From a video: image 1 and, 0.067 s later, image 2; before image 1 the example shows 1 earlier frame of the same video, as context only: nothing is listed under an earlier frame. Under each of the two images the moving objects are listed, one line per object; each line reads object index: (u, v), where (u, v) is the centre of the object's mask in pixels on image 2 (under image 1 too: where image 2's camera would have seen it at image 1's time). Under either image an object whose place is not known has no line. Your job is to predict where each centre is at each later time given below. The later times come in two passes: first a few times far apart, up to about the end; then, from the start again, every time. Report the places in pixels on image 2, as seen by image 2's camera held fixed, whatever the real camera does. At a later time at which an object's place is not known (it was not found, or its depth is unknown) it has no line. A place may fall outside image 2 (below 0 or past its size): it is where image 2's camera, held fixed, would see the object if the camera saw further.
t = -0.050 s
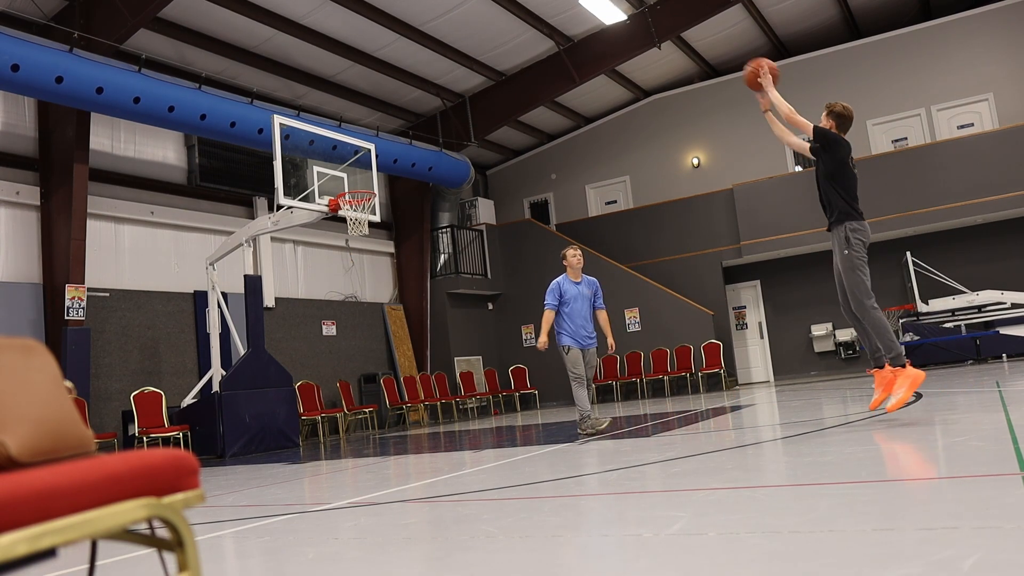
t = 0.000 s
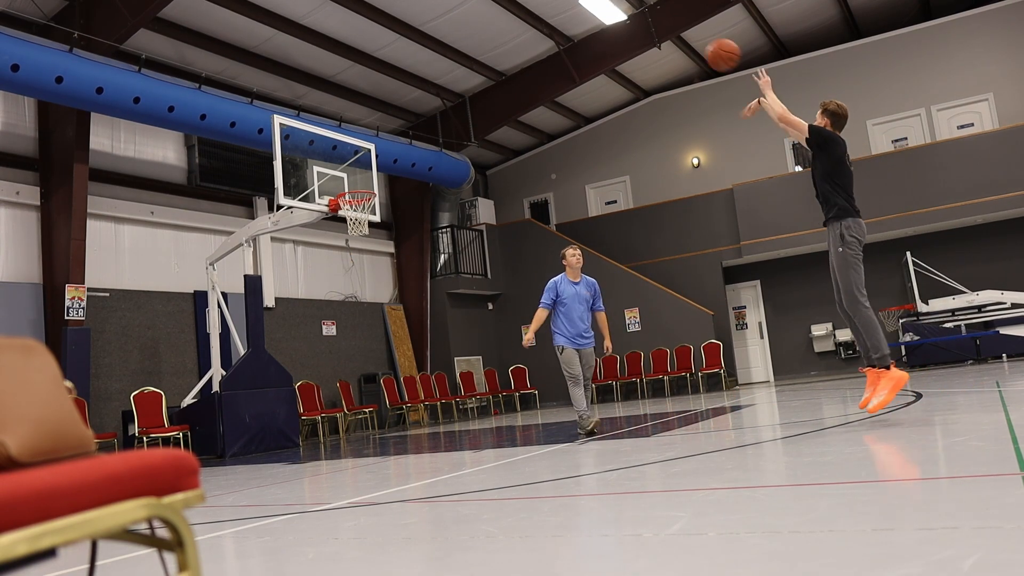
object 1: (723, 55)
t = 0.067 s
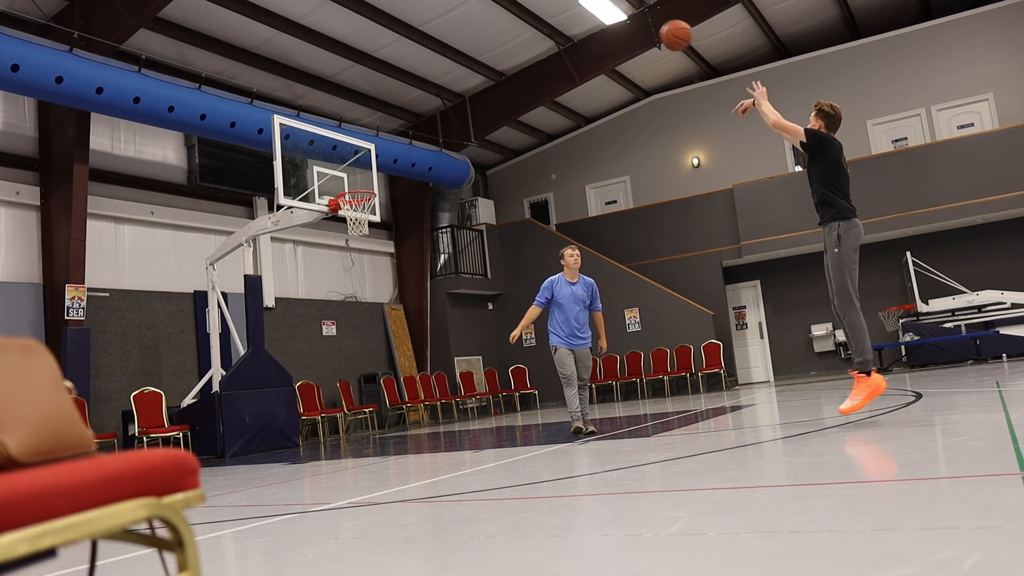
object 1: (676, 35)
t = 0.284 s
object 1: (557, 15)
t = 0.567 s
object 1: (450, 57)
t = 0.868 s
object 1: (372, 158)
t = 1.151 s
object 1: (366, 209)
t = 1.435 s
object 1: (354, 243)
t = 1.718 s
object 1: (346, 328)
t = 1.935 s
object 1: (343, 440)
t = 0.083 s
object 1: (665, 31)
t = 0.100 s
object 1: (655, 28)
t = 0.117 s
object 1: (645, 25)
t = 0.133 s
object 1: (636, 23)
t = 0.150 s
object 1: (627, 22)
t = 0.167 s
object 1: (617, 20)
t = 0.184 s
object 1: (607, 18)
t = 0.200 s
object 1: (597, 17)
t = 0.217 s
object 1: (589, 16)
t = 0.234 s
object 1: (581, 15)
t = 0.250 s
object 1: (572, 15)
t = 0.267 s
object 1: (565, 15)
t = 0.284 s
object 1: (557, 15)
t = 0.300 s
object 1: (549, 16)
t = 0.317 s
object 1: (542, 16)
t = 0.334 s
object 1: (535, 17)
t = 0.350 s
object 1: (528, 19)
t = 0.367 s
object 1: (521, 20)
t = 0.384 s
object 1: (515, 22)
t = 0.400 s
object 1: (508, 24)
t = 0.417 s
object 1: (501, 27)
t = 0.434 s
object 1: (495, 29)
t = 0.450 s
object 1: (489, 32)
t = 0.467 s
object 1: (483, 35)
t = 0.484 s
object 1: (477, 38)
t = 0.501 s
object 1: (472, 42)
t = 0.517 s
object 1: (466, 45)
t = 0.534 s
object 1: (461, 49)
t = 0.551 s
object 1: (455, 53)
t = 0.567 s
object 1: (450, 57)
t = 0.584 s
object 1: (445, 61)
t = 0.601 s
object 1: (440, 66)
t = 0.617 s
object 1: (435, 70)
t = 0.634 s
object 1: (430, 75)
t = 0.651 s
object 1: (426, 80)
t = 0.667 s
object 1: (421, 85)
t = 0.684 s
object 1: (416, 91)
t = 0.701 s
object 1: (412, 96)
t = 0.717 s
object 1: (408, 102)
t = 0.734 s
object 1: (403, 108)
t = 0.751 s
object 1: (399, 113)
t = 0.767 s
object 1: (395, 120)
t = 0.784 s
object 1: (391, 125)
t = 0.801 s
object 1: (387, 132)
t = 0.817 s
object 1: (383, 138)
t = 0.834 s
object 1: (380, 145)
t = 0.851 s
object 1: (376, 151)
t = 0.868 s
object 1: (372, 158)
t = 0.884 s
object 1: (368, 166)
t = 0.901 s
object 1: (365, 173)
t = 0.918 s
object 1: (362, 180)
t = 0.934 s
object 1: (358, 185)
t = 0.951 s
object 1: (356, 190)
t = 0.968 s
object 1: (356, 192)
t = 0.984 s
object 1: (355, 192)
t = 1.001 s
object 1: (354, 192)
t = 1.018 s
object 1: (355, 192)
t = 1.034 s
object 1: (357, 194)
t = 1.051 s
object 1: (360, 200)
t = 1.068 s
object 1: (363, 201)
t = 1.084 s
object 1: (365, 204)
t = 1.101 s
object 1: (367, 205)
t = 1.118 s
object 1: (366, 207)
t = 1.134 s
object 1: (367, 208)
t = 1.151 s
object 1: (366, 209)
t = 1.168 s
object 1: (366, 214)
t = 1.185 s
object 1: (366, 216)
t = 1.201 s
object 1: (365, 219)
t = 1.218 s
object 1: (365, 219)
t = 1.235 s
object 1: (364, 220)
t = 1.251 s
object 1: (363, 223)
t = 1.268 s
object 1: (362, 225)
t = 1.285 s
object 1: (361, 226)
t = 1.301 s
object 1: (361, 227)
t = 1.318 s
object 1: (360, 228)
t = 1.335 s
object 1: (360, 231)
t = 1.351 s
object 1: (359, 232)
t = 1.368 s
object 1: (358, 234)
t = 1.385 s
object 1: (357, 236)
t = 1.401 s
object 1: (356, 239)
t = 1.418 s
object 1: (355, 240)
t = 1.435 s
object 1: (354, 243)
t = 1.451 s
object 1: (353, 246)
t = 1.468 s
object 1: (353, 249)
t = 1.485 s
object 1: (352, 253)
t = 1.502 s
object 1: (352, 257)
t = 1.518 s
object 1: (351, 261)
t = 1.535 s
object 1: (351, 265)
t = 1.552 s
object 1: (350, 270)
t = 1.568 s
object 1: (349, 274)
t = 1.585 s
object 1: (349, 279)
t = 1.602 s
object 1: (348, 284)
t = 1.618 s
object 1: (348, 290)
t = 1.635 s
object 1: (348, 296)
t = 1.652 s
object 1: (347, 302)
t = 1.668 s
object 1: (347, 308)
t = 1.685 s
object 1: (346, 314)
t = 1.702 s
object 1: (346, 321)
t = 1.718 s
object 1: (346, 328)
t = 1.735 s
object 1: (345, 335)
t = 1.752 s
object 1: (345, 342)
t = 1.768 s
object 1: (345, 350)
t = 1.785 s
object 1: (344, 358)
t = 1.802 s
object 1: (344, 366)
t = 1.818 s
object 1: (344, 374)
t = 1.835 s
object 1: (343, 383)
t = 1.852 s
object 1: (343, 392)
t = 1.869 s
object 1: (343, 402)
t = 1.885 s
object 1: (343, 412)
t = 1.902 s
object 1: (343, 422)
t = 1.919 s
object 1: (343, 432)
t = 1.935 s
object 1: (343, 440)
